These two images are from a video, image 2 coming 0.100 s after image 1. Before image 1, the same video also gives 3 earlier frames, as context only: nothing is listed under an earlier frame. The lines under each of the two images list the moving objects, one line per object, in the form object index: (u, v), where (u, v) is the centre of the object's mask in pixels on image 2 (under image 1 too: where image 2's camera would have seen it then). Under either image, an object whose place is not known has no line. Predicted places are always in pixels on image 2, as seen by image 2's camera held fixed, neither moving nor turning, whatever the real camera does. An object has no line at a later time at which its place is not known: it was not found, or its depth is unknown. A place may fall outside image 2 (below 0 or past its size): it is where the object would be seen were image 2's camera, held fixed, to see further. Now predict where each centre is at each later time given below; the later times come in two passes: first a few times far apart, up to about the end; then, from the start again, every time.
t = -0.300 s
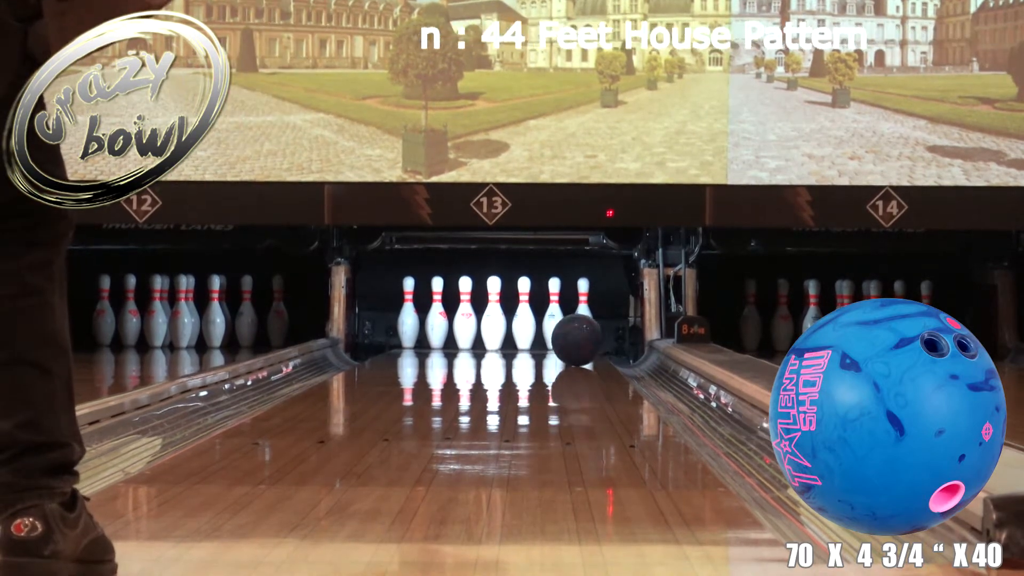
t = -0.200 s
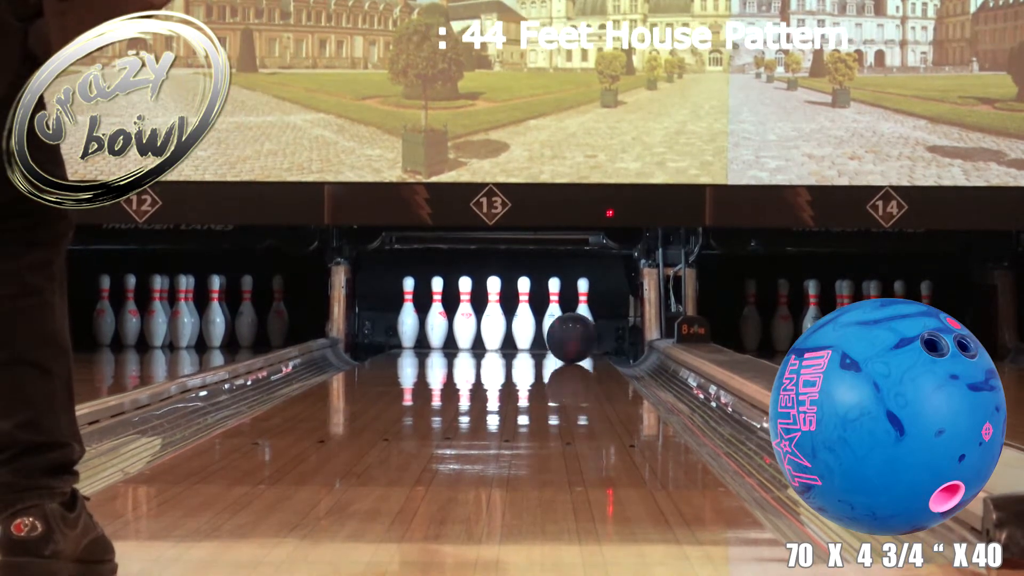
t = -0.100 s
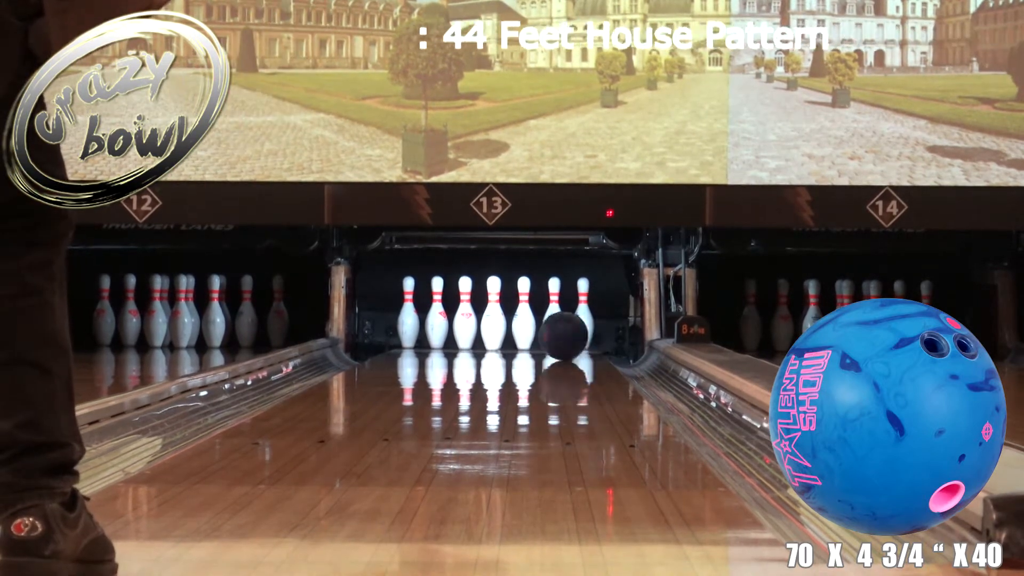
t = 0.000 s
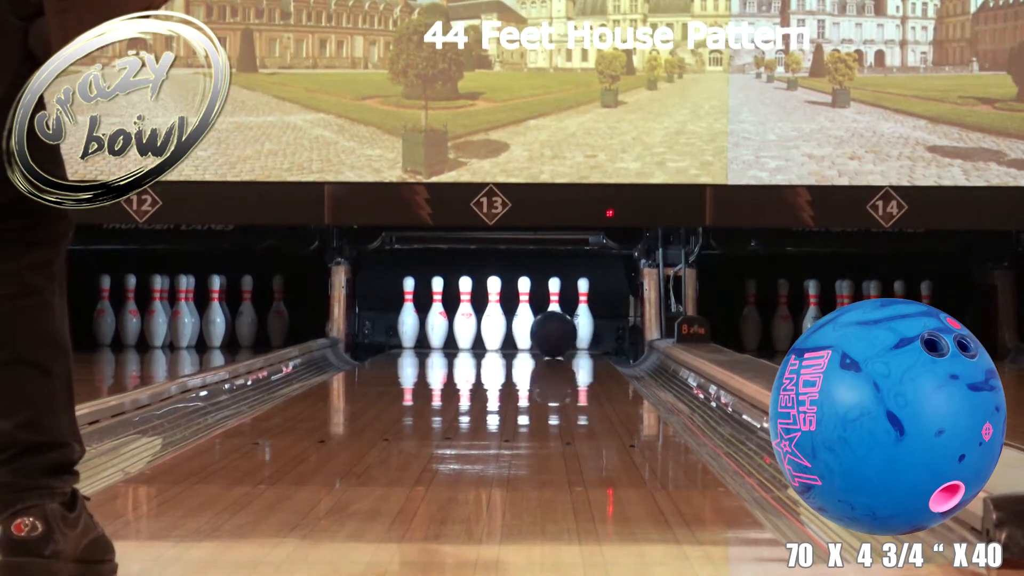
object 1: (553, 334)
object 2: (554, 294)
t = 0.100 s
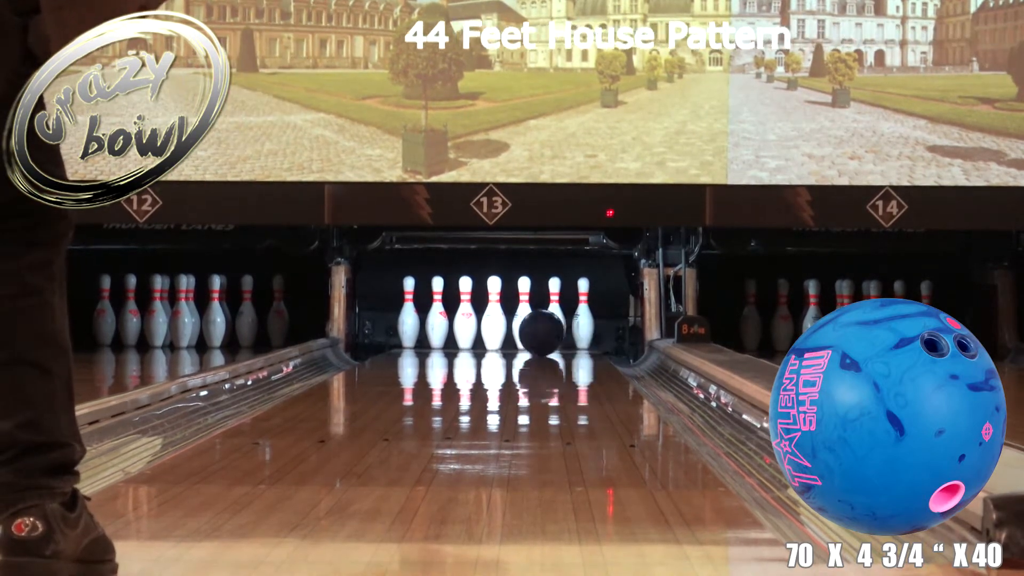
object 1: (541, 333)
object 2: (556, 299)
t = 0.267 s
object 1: (521, 331)
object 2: (554, 317)
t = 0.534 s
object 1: (503, 329)
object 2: (562, 316)
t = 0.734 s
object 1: (498, 328)
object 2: (603, 324)
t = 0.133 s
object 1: (537, 333)
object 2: (556, 308)
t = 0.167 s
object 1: (533, 332)
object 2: (556, 312)
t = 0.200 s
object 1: (529, 332)
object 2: (555, 315)
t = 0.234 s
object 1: (525, 331)
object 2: (555, 317)
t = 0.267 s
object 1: (521, 331)
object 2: (554, 317)
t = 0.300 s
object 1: (517, 331)
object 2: (554, 317)
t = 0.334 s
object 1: (514, 330)
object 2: (554, 317)
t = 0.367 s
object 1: (510, 330)
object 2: (554, 317)
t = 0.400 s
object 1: (506, 330)
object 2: (554, 317)
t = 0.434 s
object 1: (506, 329)
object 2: (554, 317)
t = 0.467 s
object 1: (506, 330)
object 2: (554, 317)
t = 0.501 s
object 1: (504, 329)
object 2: (556, 314)
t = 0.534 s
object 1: (503, 329)
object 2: (562, 316)
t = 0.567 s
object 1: (503, 329)
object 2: (569, 314)
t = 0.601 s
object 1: (503, 328)
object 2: (576, 313)
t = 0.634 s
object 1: (503, 328)
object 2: (583, 309)
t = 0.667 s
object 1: (503, 328)
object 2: (591, 311)
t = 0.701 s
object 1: (500, 329)
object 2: (597, 316)
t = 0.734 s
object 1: (498, 328)
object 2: (603, 324)
